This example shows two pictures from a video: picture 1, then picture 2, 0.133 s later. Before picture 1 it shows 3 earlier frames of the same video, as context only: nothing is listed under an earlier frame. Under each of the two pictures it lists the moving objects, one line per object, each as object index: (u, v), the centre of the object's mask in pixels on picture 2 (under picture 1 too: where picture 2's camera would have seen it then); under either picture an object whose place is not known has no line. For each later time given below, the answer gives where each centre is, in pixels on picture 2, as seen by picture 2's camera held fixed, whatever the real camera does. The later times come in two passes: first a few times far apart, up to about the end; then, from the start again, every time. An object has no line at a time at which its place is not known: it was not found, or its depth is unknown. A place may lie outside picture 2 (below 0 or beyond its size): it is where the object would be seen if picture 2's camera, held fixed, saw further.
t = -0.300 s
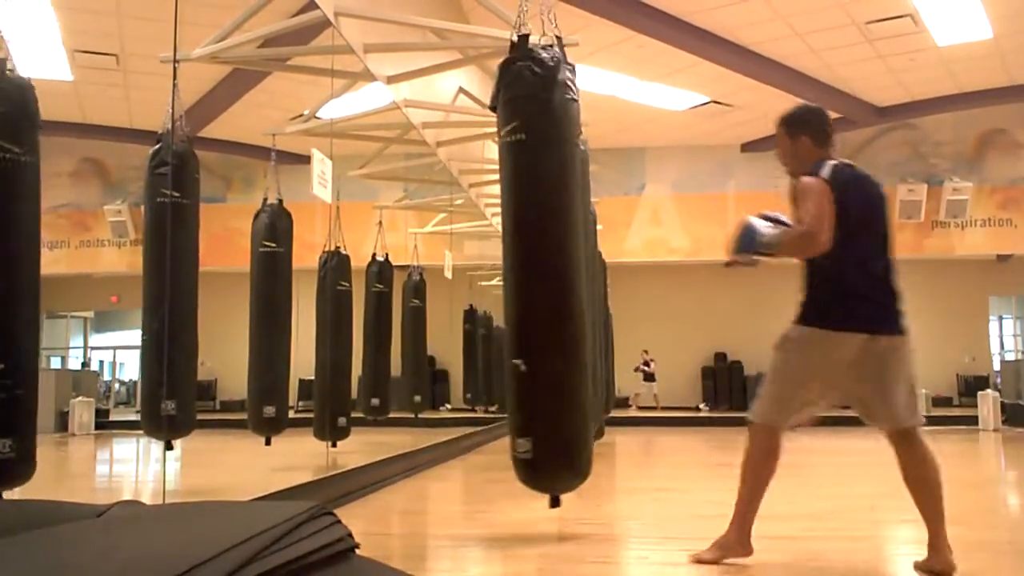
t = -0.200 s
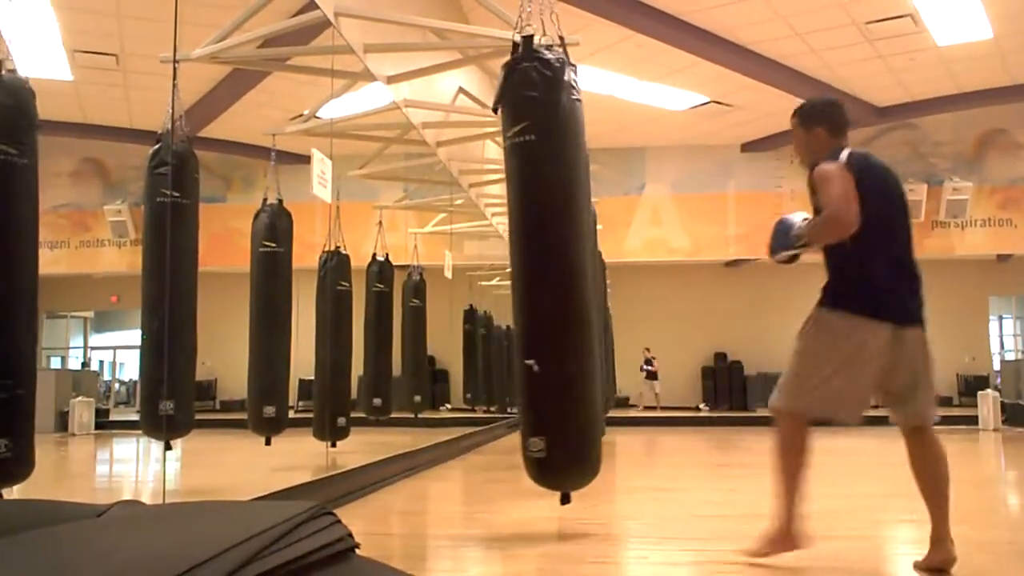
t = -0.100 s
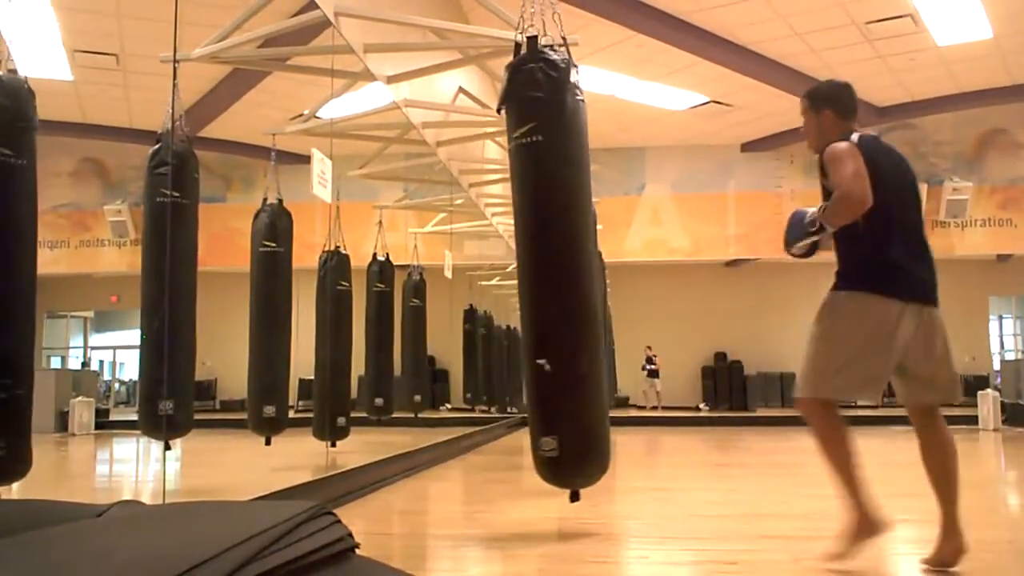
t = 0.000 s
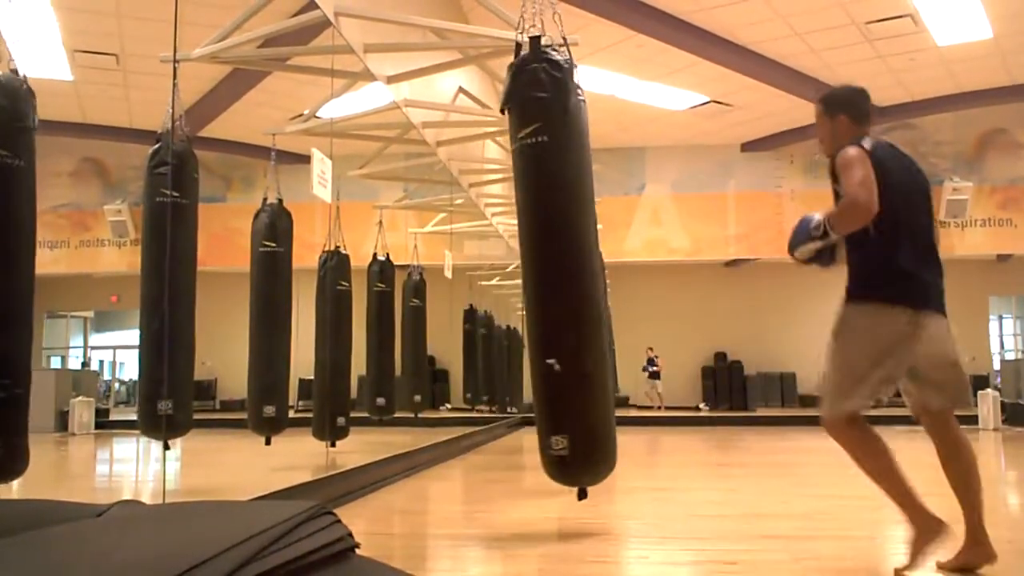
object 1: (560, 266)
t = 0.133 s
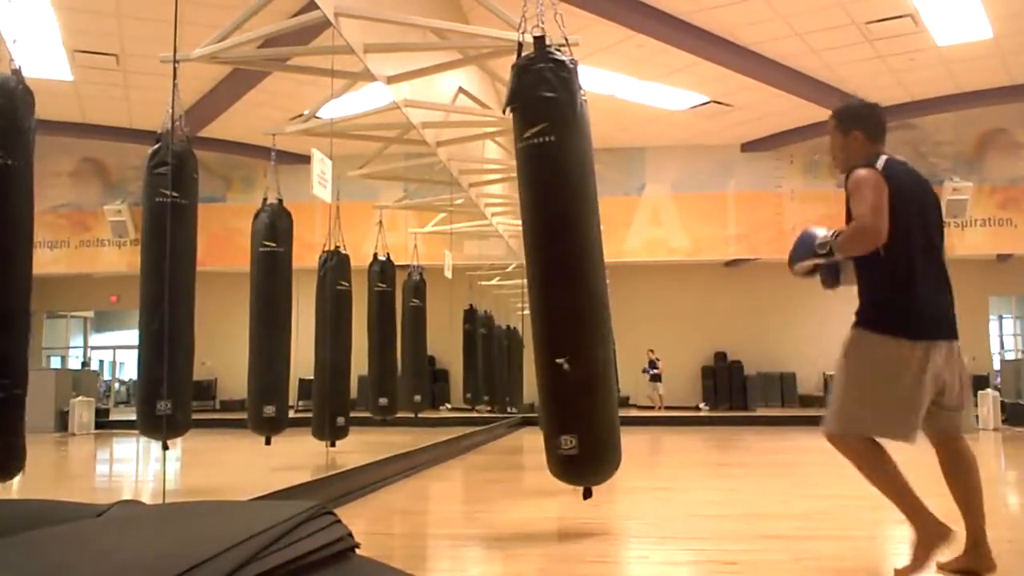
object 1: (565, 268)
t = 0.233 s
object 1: (565, 269)
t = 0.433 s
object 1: (562, 271)
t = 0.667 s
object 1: (550, 274)
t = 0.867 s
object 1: (535, 274)
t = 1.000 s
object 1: (524, 274)
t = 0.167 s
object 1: (565, 268)
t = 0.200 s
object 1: (565, 268)
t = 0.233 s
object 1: (565, 269)
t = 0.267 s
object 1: (565, 269)
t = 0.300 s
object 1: (565, 268)
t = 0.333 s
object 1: (565, 269)
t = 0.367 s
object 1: (564, 270)
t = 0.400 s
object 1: (563, 270)
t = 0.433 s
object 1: (562, 271)
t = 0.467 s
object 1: (561, 271)
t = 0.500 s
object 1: (560, 271)
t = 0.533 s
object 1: (558, 271)
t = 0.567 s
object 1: (557, 272)
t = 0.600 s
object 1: (554, 271)
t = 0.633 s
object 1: (552, 272)
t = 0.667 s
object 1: (550, 274)
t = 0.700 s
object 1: (547, 272)
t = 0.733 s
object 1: (544, 272)
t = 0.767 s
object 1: (543, 273)
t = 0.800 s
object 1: (540, 273)
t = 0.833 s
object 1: (537, 273)
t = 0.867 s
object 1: (535, 274)
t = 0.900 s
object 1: (532, 274)
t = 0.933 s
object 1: (529, 273)
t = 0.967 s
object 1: (526, 274)
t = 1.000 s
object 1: (524, 274)
